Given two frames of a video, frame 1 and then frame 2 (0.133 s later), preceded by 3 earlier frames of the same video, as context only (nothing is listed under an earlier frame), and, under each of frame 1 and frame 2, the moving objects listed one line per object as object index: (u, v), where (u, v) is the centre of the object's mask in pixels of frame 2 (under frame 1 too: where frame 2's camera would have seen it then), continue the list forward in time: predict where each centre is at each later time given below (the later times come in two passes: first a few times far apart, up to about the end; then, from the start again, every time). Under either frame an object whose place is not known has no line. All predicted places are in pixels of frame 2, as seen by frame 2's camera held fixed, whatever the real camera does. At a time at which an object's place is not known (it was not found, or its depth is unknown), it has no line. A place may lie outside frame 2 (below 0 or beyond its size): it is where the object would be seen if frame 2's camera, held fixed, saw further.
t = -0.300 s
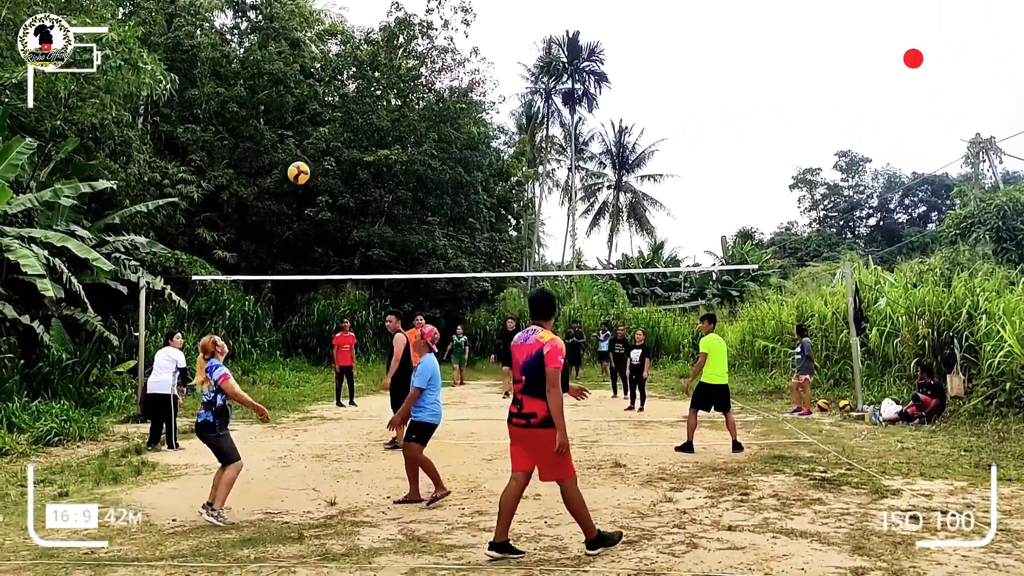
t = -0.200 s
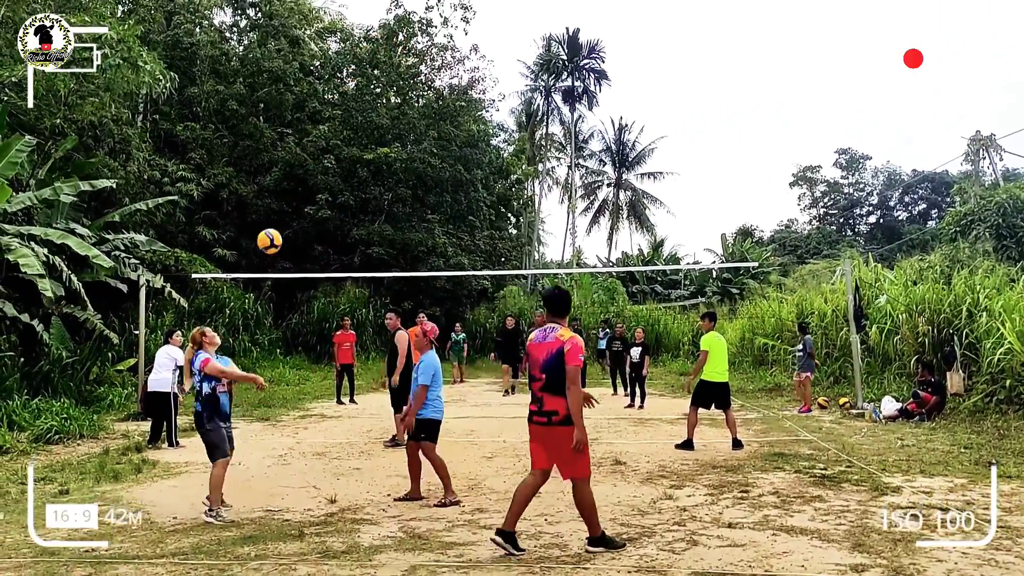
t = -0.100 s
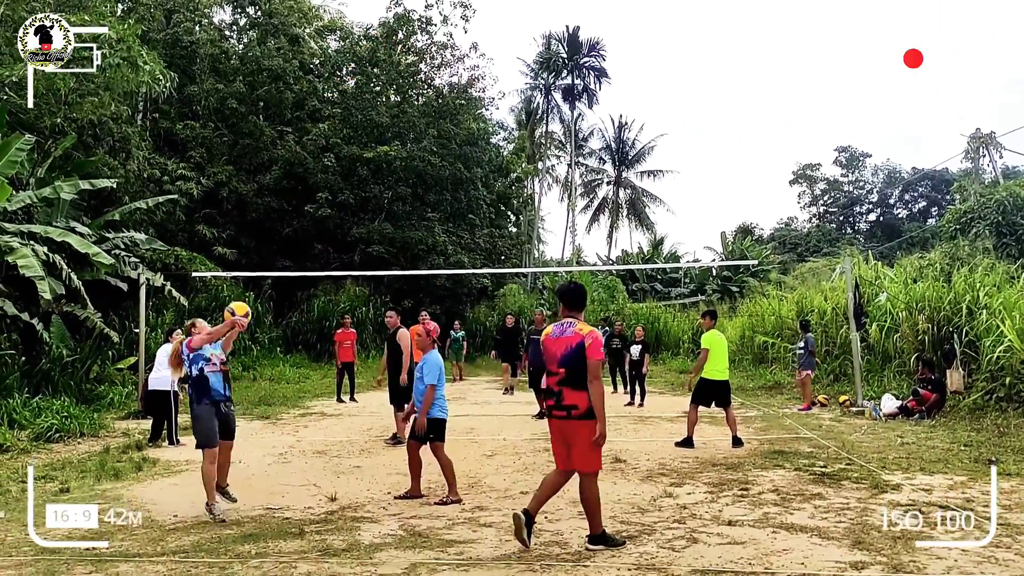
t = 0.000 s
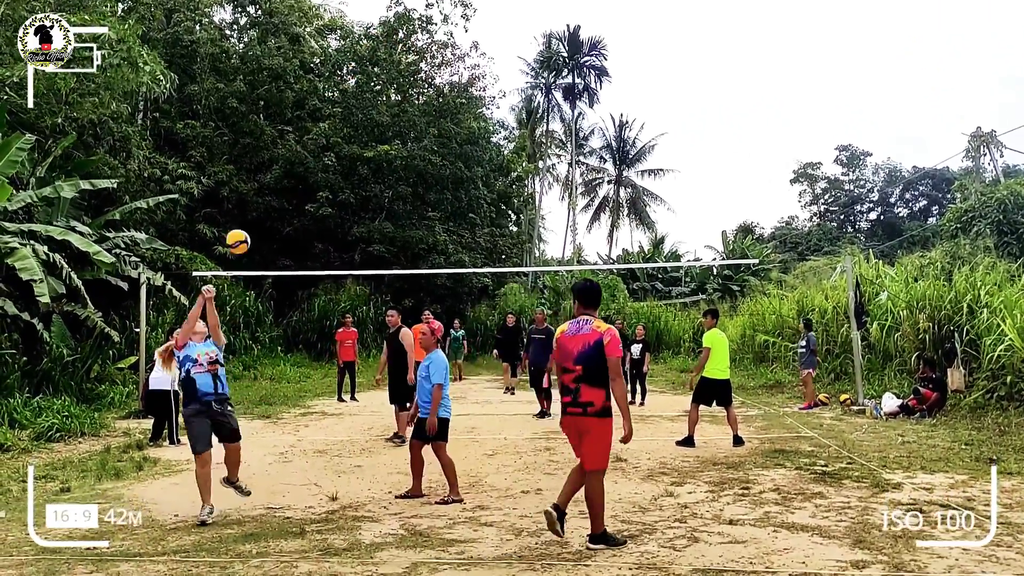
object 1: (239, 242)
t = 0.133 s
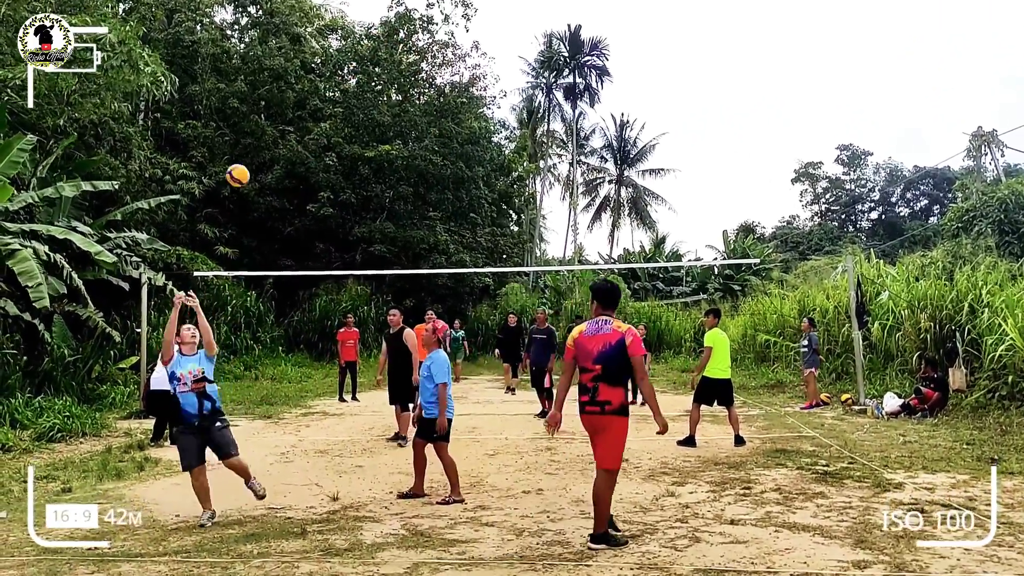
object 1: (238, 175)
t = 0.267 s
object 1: (238, 137)
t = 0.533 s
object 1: (237, 119)
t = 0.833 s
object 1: (239, 166)
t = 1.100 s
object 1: (240, 251)
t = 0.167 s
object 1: (237, 163)
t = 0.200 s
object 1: (237, 153)
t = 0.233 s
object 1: (237, 144)
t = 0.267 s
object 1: (238, 137)
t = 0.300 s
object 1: (237, 131)
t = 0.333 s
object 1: (237, 125)
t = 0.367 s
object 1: (237, 122)
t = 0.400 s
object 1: (237, 119)
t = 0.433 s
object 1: (237, 118)
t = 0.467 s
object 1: (237, 118)
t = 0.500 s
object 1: (236, 118)
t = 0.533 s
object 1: (237, 119)
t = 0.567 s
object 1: (237, 122)
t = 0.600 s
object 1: (237, 124)
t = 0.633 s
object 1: (237, 128)
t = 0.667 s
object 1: (237, 133)
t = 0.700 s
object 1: (237, 138)
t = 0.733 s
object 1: (238, 144)
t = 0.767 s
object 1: (238, 151)
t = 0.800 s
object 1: (239, 158)
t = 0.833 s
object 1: (239, 166)
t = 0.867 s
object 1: (239, 175)
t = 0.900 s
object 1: (239, 184)
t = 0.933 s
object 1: (239, 194)
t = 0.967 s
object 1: (239, 204)
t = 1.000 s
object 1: (239, 215)
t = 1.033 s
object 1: (240, 226)
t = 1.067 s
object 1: (240, 238)
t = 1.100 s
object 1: (240, 251)
